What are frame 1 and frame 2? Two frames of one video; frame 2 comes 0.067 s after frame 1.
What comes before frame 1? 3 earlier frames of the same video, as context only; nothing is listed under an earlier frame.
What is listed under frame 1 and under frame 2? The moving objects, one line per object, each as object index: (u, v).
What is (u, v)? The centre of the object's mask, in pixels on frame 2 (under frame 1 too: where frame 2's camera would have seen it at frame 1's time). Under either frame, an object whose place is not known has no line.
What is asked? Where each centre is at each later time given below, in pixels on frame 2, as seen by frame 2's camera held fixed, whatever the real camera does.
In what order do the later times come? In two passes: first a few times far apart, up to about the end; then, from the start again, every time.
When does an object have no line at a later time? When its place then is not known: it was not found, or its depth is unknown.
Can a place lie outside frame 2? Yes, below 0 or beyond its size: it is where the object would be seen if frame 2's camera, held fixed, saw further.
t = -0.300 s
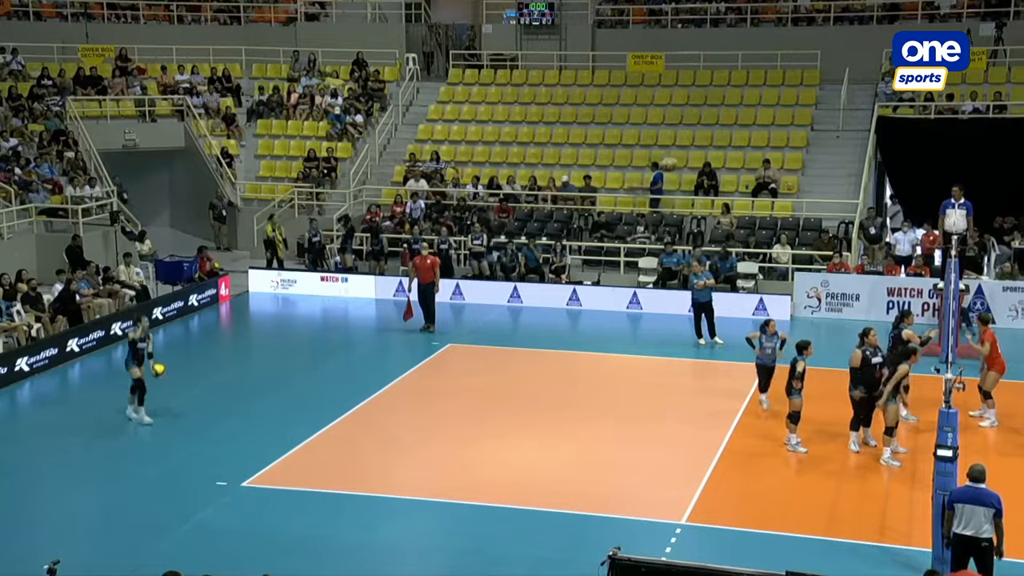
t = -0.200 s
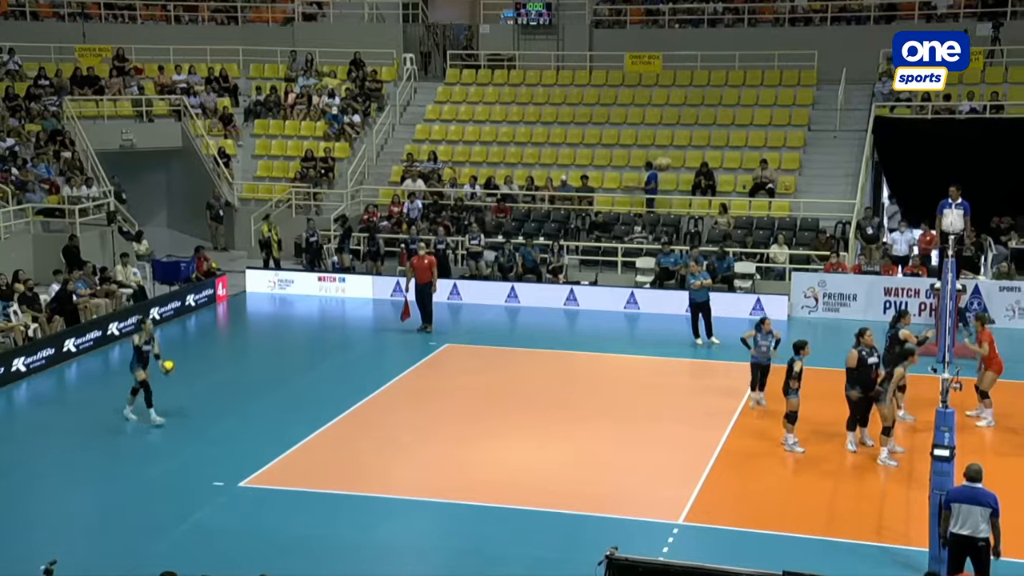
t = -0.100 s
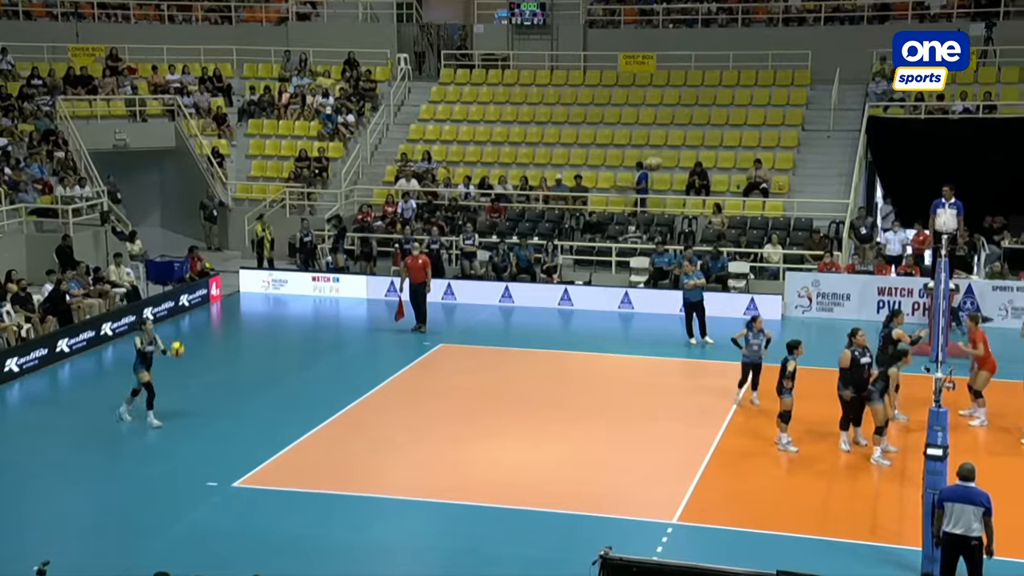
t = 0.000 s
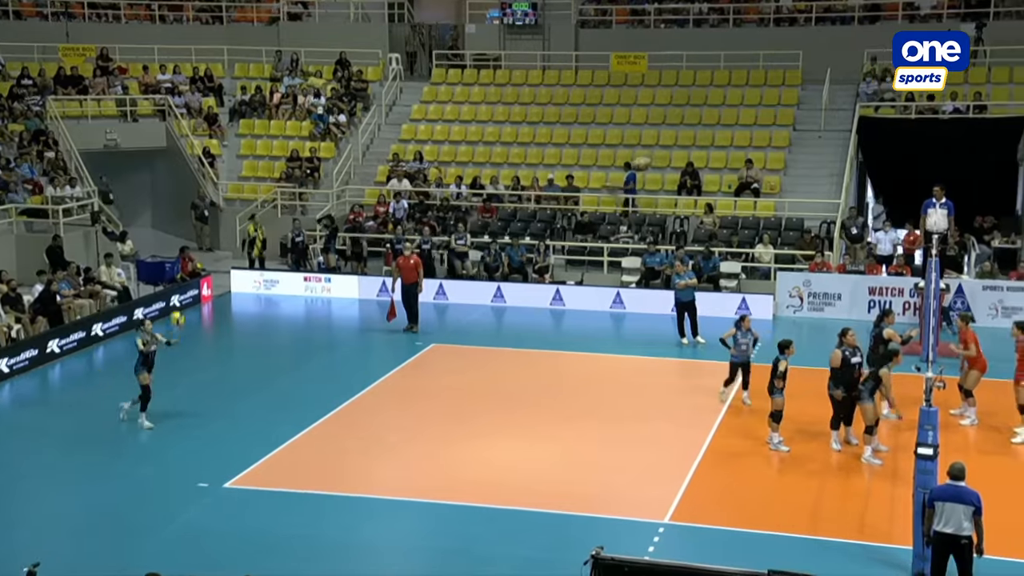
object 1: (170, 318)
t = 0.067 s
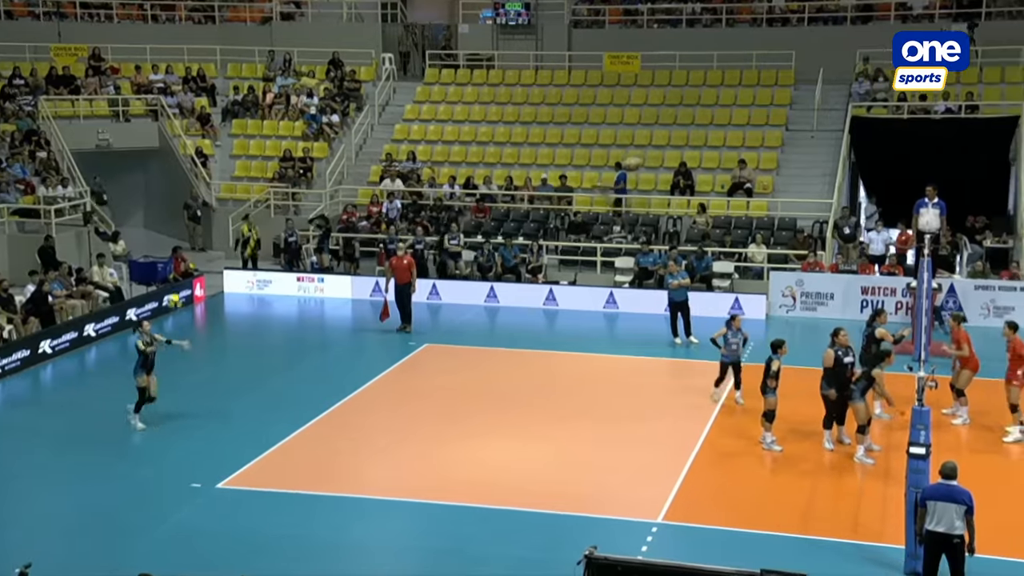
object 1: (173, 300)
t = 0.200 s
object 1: (185, 272)
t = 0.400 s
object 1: (200, 256)
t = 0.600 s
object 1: (215, 261)
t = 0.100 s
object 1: (177, 292)
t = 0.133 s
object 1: (179, 284)
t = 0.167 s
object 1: (181, 278)
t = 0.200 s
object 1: (185, 272)
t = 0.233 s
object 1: (188, 267)
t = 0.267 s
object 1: (191, 263)
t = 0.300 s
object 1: (192, 261)
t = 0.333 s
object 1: (196, 257)
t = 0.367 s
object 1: (197, 256)
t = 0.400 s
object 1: (200, 256)
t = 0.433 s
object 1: (203, 255)
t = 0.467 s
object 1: (205, 256)
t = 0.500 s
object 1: (208, 256)
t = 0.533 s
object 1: (211, 258)
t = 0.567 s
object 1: (213, 258)
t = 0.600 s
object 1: (215, 261)
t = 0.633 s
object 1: (219, 267)
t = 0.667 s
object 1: (222, 272)
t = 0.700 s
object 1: (225, 278)
